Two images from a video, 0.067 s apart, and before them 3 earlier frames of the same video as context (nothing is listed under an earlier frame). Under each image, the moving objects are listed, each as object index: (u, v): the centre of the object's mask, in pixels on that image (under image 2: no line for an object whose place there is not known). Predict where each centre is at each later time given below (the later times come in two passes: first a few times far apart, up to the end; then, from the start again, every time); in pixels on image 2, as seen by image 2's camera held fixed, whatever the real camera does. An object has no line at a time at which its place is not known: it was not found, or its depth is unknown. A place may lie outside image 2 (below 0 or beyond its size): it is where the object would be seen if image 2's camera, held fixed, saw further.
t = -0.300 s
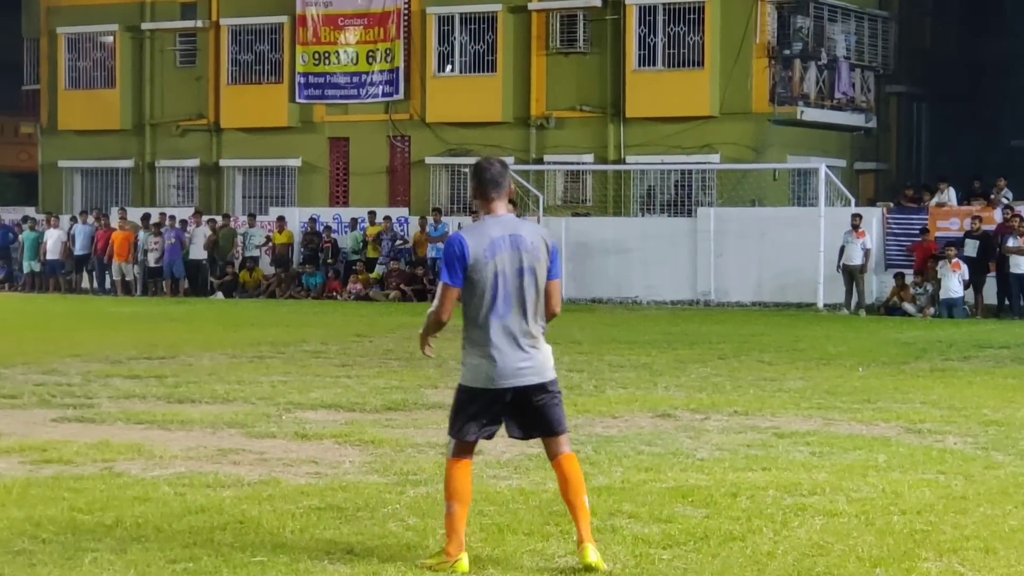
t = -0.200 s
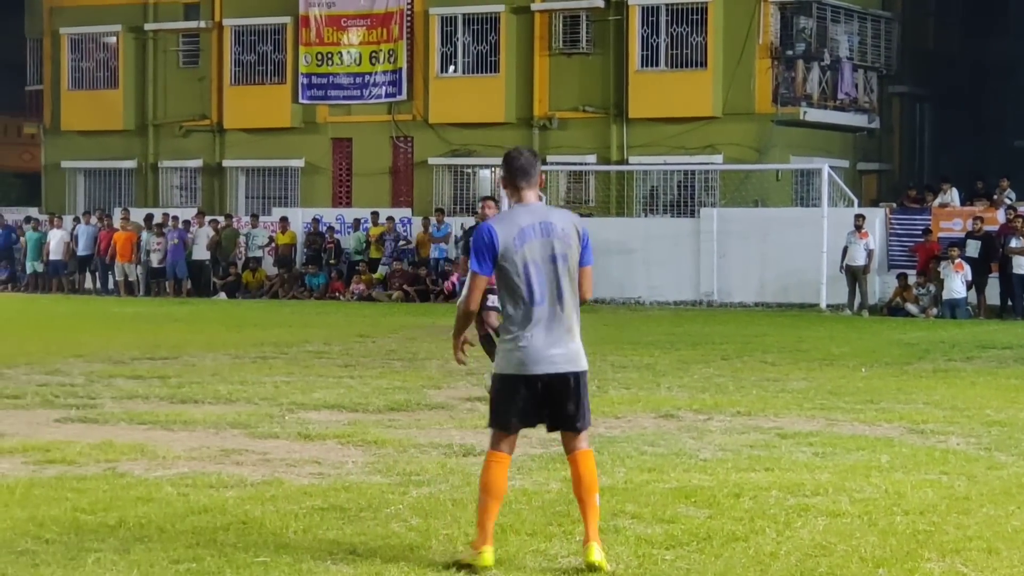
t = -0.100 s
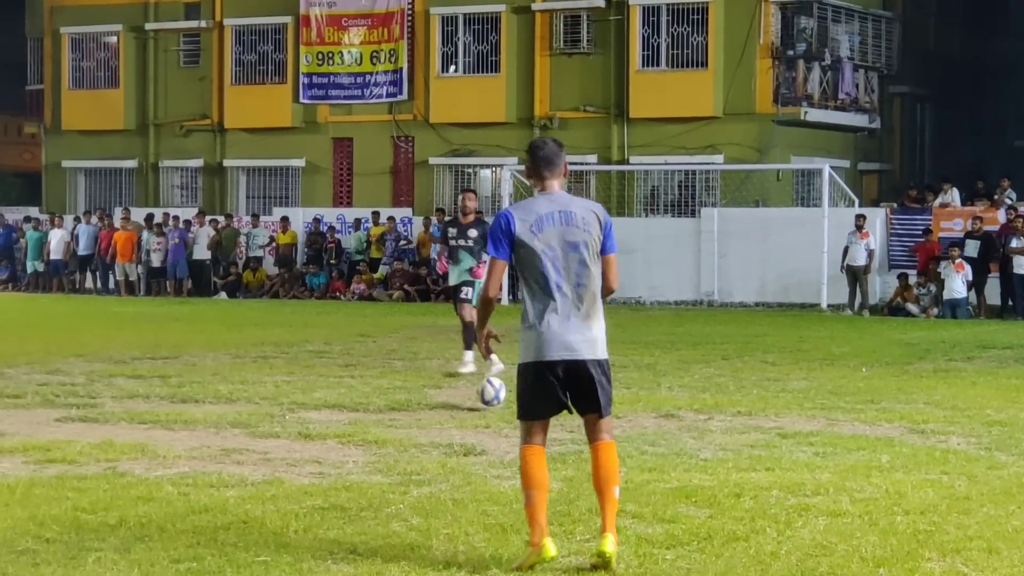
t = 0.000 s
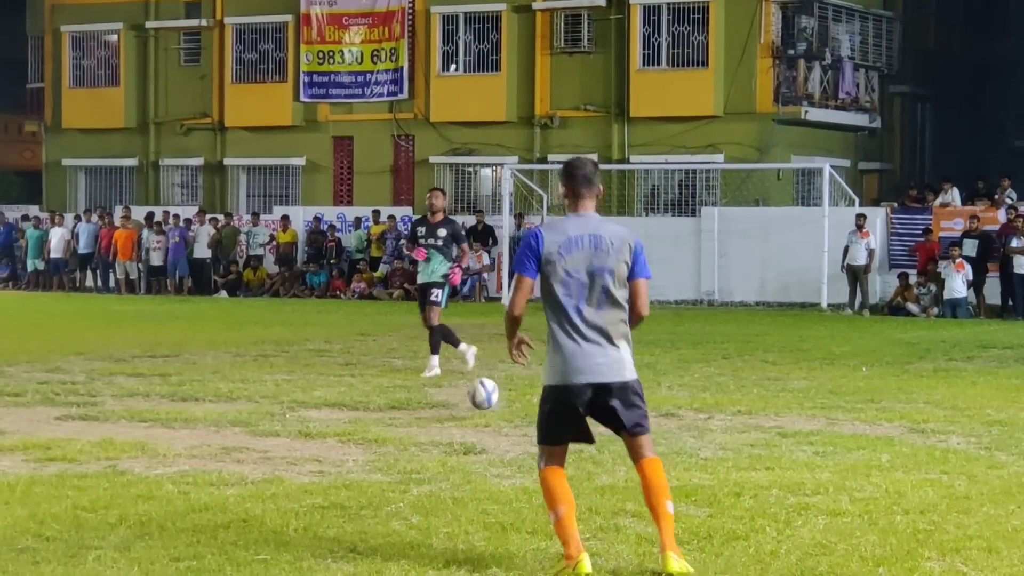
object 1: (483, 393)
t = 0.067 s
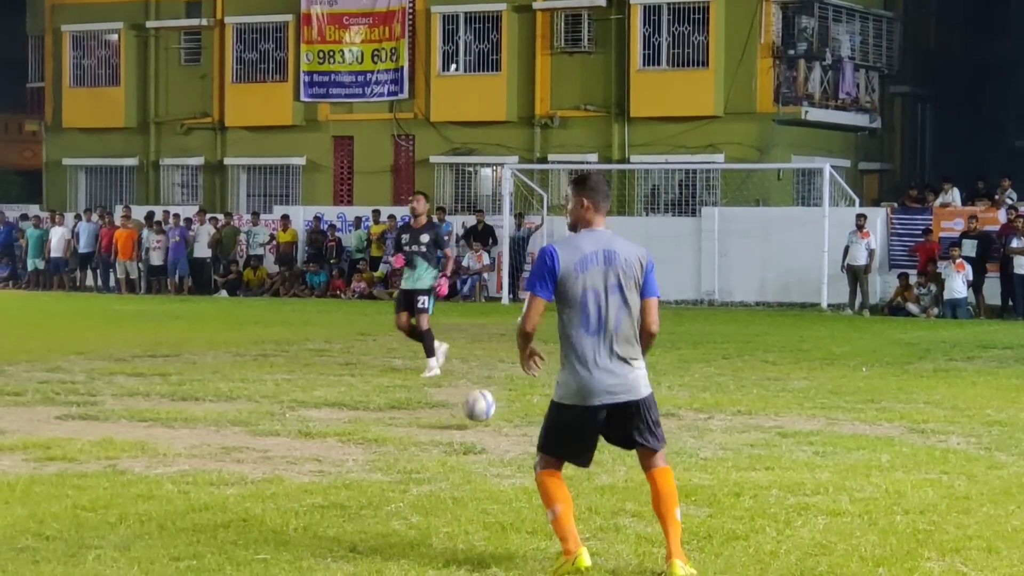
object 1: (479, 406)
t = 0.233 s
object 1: (470, 416)
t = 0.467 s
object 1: (459, 444)
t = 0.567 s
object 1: (453, 442)
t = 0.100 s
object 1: (477, 414)
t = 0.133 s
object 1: (475, 419)
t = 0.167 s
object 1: (474, 416)
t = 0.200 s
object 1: (471, 415)
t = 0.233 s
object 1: (470, 416)
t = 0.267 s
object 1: (468, 419)
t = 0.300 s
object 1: (466, 423)
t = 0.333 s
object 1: (465, 429)
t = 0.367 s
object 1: (463, 438)
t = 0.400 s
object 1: (461, 446)
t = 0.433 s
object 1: (461, 448)
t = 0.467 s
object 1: (459, 444)
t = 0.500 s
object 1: (457, 442)
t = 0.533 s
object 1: (455, 440)
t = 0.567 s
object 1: (453, 442)
